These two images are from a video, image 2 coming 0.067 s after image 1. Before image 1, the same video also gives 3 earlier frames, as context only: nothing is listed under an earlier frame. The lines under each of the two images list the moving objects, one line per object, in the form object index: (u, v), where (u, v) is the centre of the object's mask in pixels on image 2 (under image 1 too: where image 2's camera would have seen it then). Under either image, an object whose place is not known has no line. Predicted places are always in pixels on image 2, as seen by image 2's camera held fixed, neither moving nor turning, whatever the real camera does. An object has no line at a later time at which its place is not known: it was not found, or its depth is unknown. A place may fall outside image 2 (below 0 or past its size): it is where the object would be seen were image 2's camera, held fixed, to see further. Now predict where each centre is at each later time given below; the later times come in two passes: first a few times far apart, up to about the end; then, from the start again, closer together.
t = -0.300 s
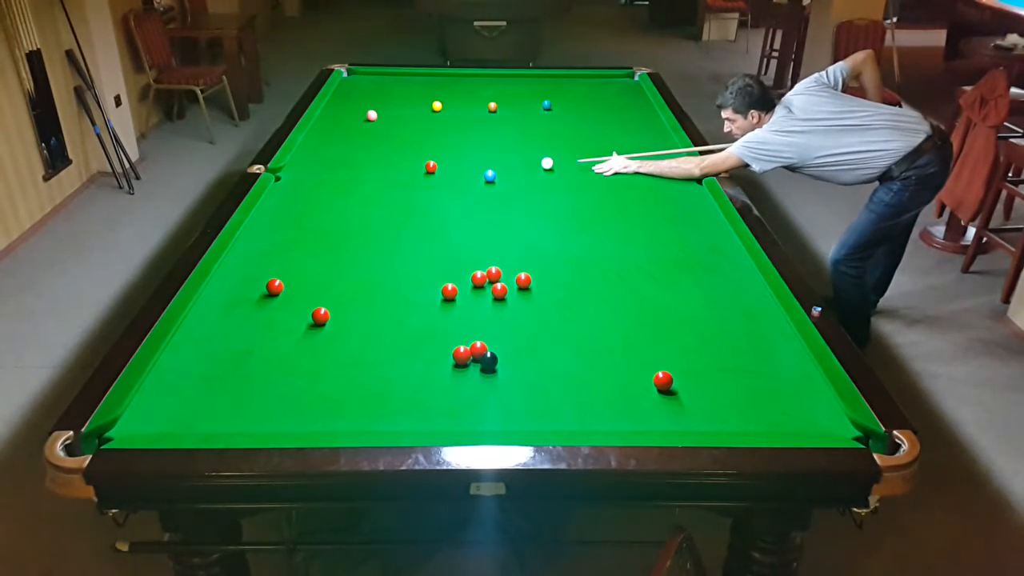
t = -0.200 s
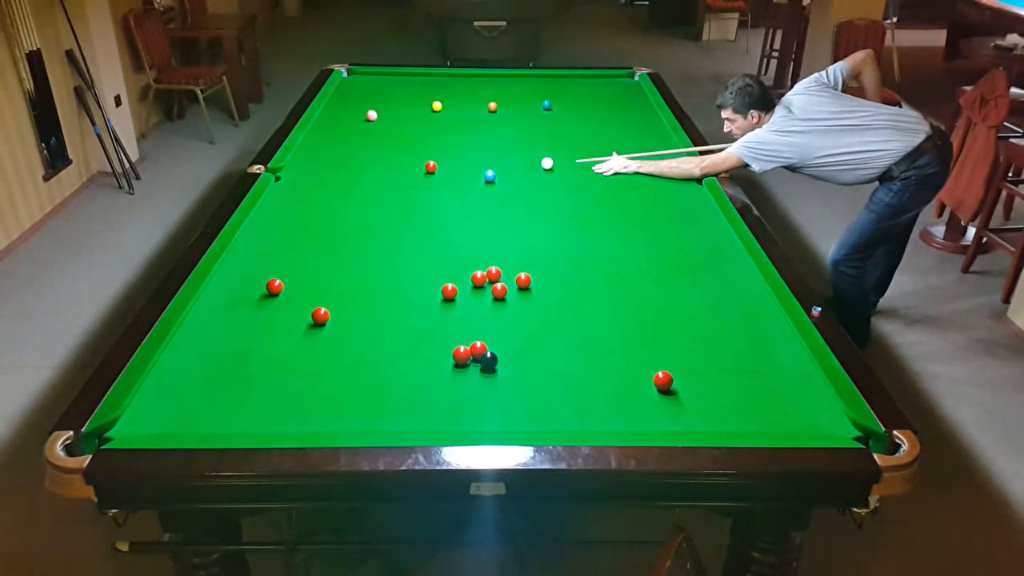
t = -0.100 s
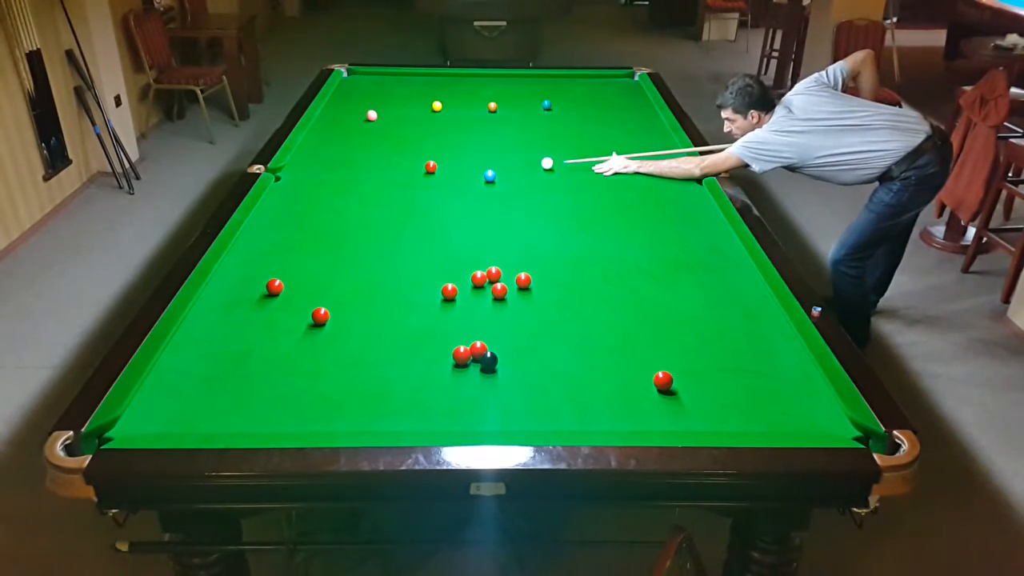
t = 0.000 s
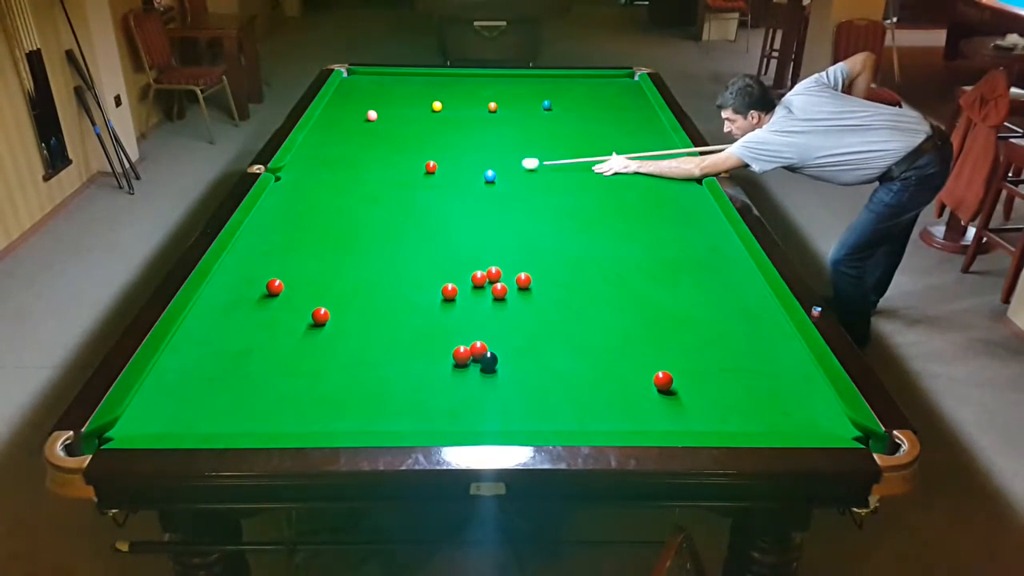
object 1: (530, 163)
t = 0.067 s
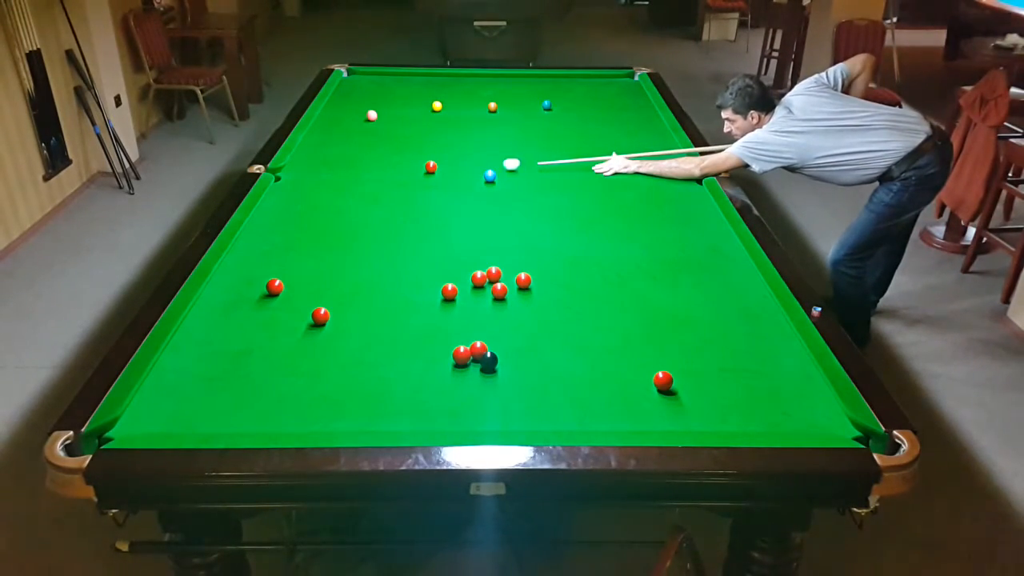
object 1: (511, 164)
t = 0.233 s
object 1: (470, 165)
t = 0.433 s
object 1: (441, 167)
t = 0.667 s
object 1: (429, 167)
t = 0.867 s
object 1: (420, 168)
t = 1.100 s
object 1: (411, 168)
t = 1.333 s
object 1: (403, 169)
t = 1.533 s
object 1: (397, 169)
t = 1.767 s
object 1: (392, 169)
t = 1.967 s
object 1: (389, 169)
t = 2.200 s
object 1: (386, 169)
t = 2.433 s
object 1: (385, 169)
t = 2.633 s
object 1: (385, 169)
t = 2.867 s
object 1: (385, 169)
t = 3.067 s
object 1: (385, 169)
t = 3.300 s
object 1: (385, 169)
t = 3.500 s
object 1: (385, 169)
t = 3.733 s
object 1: (385, 169)
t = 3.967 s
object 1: (385, 169)
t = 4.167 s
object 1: (385, 169)
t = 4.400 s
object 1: (385, 169)
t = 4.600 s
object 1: (385, 169)
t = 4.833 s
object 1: (385, 169)
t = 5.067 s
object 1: (385, 169)
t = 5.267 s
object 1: (385, 169)
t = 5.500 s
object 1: (385, 169)
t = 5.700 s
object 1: (385, 169)
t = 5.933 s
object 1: (385, 169)
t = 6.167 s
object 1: (385, 169)
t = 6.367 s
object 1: (385, 169)
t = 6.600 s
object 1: (385, 169)
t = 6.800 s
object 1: (385, 169)
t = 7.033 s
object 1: (385, 169)
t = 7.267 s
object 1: (385, 169)
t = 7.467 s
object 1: (385, 169)
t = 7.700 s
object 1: (385, 169)
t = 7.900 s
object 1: (385, 169)
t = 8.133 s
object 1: (385, 169)
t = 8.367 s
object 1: (385, 169)
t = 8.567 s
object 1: (385, 169)
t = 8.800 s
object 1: (385, 169)
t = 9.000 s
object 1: (385, 169)
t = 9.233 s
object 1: (385, 169)
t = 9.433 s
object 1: (385, 169)
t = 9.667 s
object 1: (385, 169)
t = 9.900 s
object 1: (385, 169)
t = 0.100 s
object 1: (503, 164)
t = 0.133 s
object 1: (495, 164)
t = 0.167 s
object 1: (486, 164)
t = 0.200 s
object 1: (478, 165)
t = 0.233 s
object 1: (470, 165)
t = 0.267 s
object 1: (463, 165)
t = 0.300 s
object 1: (455, 166)
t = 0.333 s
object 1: (447, 165)
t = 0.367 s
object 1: (443, 166)
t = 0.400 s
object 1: (442, 166)
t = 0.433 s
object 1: (441, 167)
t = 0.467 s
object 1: (439, 167)
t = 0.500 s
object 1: (438, 167)
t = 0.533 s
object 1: (436, 167)
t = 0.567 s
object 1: (434, 167)
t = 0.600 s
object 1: (433, 167)
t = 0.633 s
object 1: (431, 167)
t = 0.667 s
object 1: (429, 167)
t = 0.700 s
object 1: (428, 167)
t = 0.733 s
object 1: (426, 167)
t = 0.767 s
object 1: (425, 167)
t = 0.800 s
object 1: (423, 168)
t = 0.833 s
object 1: (422, 168)
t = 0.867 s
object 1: (420, 168)
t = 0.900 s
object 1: (419, 168)
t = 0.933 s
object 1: (418, 168)
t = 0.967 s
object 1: (416, 168)
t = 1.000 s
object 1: (415, 168)
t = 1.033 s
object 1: (414, 168)
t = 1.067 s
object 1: (412, 168)
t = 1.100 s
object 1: (411, 168)
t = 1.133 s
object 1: (410, 168)
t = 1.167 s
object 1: (409, 169)
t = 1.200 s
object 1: (408, 169)
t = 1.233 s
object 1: (406, 169)
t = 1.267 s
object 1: (405, 169)
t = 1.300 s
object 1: (404, 169)
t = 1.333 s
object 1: (403, 169)
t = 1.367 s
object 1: (402, 169)
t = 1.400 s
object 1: (401, 169)
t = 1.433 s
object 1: (400, 169)
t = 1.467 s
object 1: (399, 169)
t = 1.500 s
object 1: (398, 169)
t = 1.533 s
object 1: (397, 169)
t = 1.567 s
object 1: (397, 169)
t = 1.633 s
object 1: (395, 169)
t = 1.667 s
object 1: (394, 169)
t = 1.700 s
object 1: (393, 169)
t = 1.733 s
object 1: (393, 169)
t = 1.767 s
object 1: (392, 169)
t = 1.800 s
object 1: (391, 169)
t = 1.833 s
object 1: (391, 169)
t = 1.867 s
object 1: (390, 169)
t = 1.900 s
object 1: (390, 169)
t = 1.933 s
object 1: (389, 169)
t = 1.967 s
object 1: (389, 169)
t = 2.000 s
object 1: (388, 169)
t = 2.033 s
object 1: (388, 169)
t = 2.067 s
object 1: (387, 169)
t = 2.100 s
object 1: (387, 169)
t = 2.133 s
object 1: (387, 169)
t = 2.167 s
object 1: (386, 169)
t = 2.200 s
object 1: (386, 169)
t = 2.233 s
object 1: (386, 169)
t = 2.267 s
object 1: (386, 169)
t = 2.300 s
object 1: (386, 169)
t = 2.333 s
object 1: (385, 169)
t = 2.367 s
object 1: (385, 169)
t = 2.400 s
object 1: (385, 169)
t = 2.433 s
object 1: (385, 169)
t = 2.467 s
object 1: (385, 169)
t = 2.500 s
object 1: (385, 169)
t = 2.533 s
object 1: (385, 169)
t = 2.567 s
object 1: (385, 169)
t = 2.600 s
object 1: (385, 169)
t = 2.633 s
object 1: (385, 169)
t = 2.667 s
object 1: (385, 169)
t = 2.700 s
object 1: (385, 169)
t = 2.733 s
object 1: (385, 169)
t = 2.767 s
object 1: (385, 169)
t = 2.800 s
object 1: (385, 169)
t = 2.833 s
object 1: (385, 169)
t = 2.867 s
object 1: (385, 169)
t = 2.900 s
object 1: (385, 169)
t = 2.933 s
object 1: (385, 169)
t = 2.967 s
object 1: (385, 169)
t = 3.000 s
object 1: (385, 169)
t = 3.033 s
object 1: (385, 169)
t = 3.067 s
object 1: (385, 169)
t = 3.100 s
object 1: (385, 169)
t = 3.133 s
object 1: (385, 169)
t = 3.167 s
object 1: (385, 169)
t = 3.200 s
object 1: (385, 169)
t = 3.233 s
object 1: (385, 169)
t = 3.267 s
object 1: (385, 169)
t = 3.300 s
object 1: (385, 169)
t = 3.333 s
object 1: (385, 169)
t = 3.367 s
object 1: (385, 169)
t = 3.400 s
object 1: (385, 169)
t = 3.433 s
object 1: (385, 169)
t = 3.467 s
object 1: (385, 169)
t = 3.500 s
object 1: (385, 169)
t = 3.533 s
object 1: (385, 169)
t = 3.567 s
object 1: (385, 169)
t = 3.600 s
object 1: (385, 169)
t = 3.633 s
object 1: (385, 169)
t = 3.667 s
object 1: (385, 169)
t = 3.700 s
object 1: (385, 169)
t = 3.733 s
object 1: (385, 169)
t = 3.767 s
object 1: (385, 169)
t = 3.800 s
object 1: (385, 169)
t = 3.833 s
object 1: (385, 169)
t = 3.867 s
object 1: (385, 169)
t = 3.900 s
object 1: (385, 169)
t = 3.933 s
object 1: (385, 169)
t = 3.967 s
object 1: (385, 169)
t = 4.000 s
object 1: (385, 169)
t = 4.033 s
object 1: (385, 169)
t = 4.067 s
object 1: (385, 169)
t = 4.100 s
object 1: (385, 169)
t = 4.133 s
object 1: (385, 169)
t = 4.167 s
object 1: (385, 169)
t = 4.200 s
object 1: (385, 169)
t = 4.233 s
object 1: (385, 169)
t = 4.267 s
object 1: (385, 169)
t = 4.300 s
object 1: (385, 169)
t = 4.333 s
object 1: (385, 169)
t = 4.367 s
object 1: (385, 169)
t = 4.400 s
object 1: (385, 169)
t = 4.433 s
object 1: (385, 169)
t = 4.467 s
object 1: (385, 169)
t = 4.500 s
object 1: (385, 169)
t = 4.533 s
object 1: (385, 169)
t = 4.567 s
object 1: (385, 169)
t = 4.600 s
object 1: (385, 169)
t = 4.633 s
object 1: (385, 169)
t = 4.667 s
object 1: (385, 169)
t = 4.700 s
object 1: (385, 169)
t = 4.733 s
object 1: (385, 169)
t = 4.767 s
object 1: (385, 169)
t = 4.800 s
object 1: (385, 169)
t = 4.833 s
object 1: (385, 169)
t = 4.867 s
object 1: (385, 169)
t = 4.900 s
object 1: (385, 169)
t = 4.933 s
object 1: (385, 169)
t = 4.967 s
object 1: (385, 169)
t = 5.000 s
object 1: (385, 169)
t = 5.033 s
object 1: (385, 169)
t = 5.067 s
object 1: (385, 169)
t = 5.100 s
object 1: (385, 169)
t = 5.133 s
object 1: (385, 169)
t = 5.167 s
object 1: (385, 169)
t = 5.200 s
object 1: (385, 169)
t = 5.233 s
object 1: (385, 169)
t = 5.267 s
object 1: (385, 169)
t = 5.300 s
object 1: (385, 169)
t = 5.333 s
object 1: (385, 169)
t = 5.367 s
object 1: (385, 169)
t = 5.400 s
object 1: (385, 169)
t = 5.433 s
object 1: (385, 169)
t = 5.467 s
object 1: (385, 169)
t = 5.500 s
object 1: (385, 169)
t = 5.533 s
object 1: (385, 169)
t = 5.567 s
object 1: (385, 169)
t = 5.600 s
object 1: (385, 169)
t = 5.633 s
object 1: (385, 169)
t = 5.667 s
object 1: (385, 169)
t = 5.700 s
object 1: (385, 169)
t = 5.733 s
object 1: (385, 169)
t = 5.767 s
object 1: (385, 169)
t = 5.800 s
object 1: (385, 169)
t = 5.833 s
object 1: (385, 169)
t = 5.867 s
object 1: (385, 169)
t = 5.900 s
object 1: (385, 169)
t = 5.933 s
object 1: (385, 169)
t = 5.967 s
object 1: (385, 169)
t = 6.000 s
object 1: (385, 169)
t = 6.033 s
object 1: (385, 169)
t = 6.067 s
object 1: (385, 169)
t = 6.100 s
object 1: (385, 169)
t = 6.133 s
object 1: (385, 169)
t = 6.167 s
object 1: (385, 169)
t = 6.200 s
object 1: (385, 169)
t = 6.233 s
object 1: (385, 169)
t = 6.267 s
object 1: (385, 169)
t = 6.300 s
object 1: (385, 169)
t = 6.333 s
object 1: (385, 169)
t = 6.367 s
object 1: (385, 169)
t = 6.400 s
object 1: (385, 169)
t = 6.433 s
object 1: (385, 169)
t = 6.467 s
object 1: (385, 169)
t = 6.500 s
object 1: (385, 169)
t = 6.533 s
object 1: (385, 169)
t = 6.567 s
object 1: (385, 169)
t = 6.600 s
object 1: (385, 169)
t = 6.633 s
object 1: (385, 169)
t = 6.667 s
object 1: (385, 169)
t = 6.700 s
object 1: (385, 169)
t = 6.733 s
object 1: (385, 169)
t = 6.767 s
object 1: (385, 169)
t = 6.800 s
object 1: (385, 169)
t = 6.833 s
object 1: (385, 169)
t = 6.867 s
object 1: (385, 169)
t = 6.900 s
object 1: (385, 169)
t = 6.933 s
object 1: (385, 169)
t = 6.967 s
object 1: (385, 169)
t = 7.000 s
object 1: (385, 169)
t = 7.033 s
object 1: (385, 169)
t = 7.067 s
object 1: (385, 169)
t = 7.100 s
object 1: (385, 169)
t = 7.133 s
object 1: (385, 169)
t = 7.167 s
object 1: (385, 169)
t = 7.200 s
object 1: (385, 169)
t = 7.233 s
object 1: (385, 169)
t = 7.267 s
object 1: (385, 169)
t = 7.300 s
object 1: (385, 169)
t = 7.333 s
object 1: (385, 169)
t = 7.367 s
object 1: (385, 169)
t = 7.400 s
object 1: (385, 169)
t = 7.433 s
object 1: (385, 169)
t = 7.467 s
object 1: (385, 169)
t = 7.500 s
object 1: (385, 169)
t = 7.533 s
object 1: (385, 169)
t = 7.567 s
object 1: (385, 169)
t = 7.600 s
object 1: (385, 169)
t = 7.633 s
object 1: (385, 169)
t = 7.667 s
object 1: (385, 169)
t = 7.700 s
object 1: (385, 169)
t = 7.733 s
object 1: (385, 169)
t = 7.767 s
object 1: (385, 169)
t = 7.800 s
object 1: (385, 169)
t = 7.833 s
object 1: (385, 169)
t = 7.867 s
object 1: (385, 169)
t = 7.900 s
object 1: (385, 169)
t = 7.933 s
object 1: (385, 169)
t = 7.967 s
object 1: (385, 169)
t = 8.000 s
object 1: (385, 169)
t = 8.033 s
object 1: (385, 169)
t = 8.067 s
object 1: (385, 169)
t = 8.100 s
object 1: (385, 169)
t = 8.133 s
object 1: (385, 169)
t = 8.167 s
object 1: (385, 169)
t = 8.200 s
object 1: (385, 169)
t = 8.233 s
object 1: (385, 169)
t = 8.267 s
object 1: (385, 169)
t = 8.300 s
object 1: (385, 169)
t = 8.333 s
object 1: (385, 169)
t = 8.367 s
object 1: (385, 169)
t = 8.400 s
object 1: (385, 169)
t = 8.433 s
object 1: (385, 169)
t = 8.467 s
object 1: (385, 169)
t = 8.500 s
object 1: (385, 169)
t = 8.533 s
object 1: (385, 169)
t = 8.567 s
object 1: (385, 169)
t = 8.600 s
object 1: (385, 169)
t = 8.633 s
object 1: (385, 169)
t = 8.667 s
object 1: (385, 169)
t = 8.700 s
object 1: (385, 169)
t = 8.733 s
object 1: (385, 169)
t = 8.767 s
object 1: (385, 169)
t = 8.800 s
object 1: (385, 169)
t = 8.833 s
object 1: (385, 169)
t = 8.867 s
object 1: (385, 169)
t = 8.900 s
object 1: (385, 169)
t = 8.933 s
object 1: (385, 169)
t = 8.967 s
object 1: (385, 169)
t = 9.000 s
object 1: (385, 169)
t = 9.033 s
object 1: (385, 169)
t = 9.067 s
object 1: (385, 169)
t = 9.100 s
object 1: (385, 169)
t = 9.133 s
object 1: (385, 169)
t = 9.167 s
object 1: (385, 169)
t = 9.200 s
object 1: (385, 169)
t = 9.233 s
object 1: (385, 169)
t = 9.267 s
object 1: (385, 169)
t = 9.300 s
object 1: (385, 169)
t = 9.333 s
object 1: (385, 169)
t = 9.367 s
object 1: (385, 169)
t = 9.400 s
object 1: (385, 169)
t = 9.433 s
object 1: (385, 169)
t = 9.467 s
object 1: (385, 169)
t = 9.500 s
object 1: (385, 169)
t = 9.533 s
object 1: (385, 169)
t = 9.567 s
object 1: (385, 169)
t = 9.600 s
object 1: (385, 169)
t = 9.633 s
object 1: (385, 169)
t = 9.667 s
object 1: (385, 169)
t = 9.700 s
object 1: (385, 169)
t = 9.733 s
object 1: (385, 169)
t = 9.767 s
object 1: (385, 169)
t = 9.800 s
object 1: (385, 169)
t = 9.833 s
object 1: (385, 169)
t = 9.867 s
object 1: (385, 169)
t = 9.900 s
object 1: (385, 169)
